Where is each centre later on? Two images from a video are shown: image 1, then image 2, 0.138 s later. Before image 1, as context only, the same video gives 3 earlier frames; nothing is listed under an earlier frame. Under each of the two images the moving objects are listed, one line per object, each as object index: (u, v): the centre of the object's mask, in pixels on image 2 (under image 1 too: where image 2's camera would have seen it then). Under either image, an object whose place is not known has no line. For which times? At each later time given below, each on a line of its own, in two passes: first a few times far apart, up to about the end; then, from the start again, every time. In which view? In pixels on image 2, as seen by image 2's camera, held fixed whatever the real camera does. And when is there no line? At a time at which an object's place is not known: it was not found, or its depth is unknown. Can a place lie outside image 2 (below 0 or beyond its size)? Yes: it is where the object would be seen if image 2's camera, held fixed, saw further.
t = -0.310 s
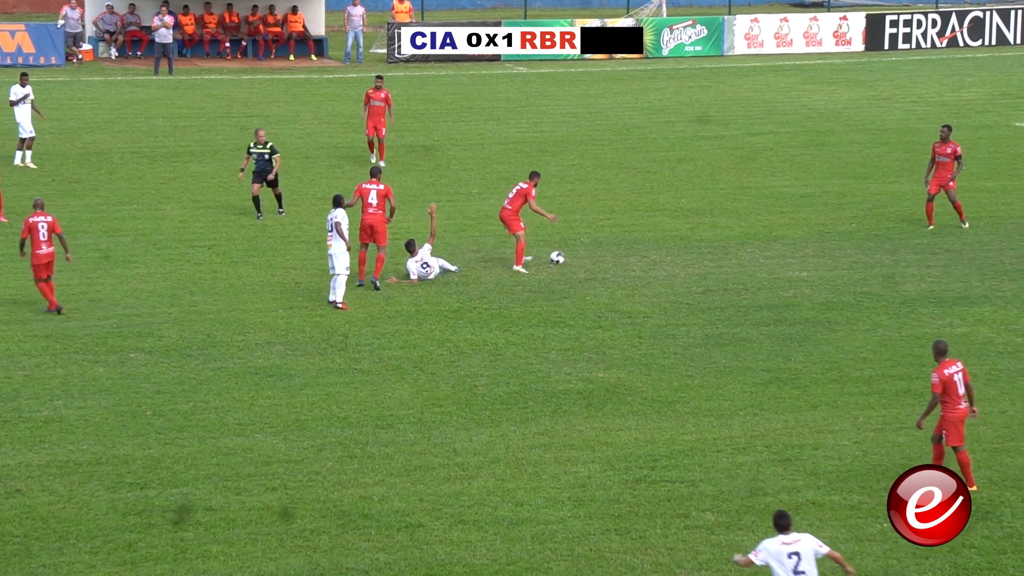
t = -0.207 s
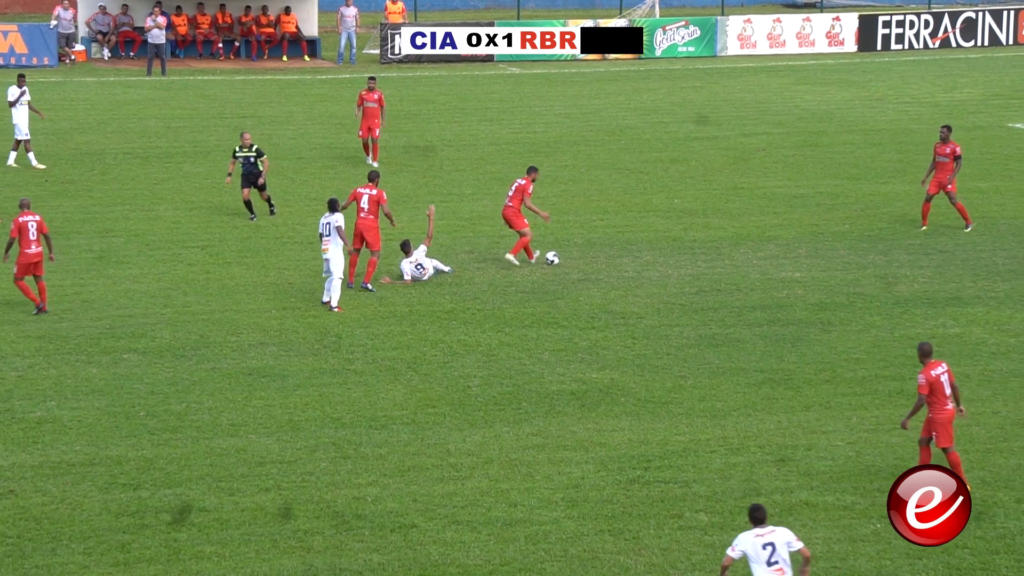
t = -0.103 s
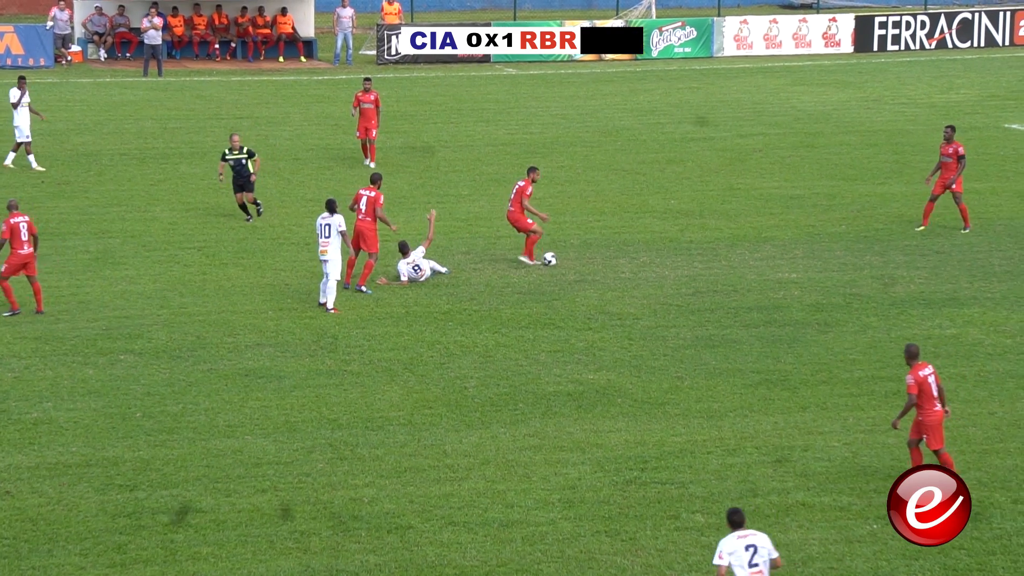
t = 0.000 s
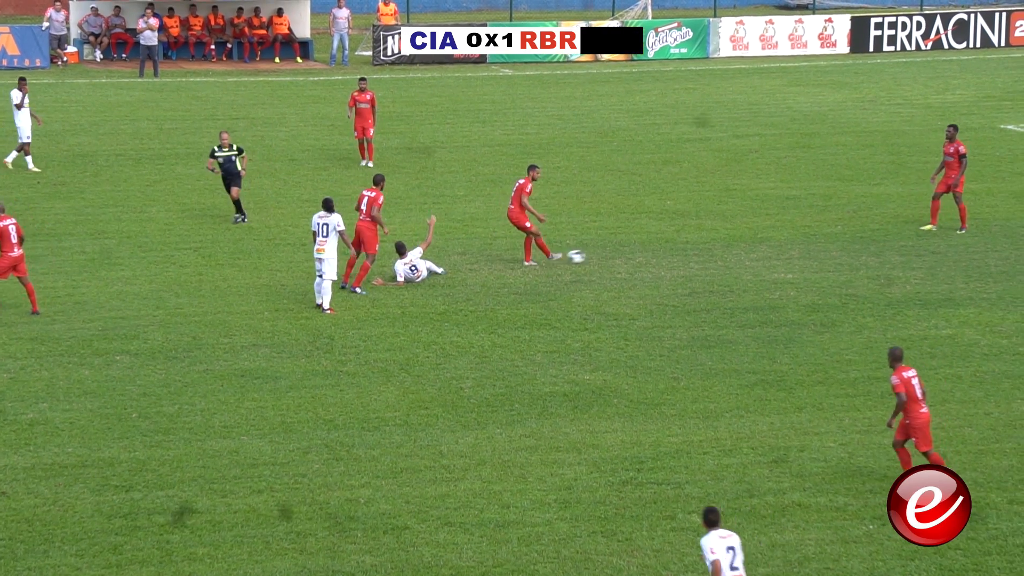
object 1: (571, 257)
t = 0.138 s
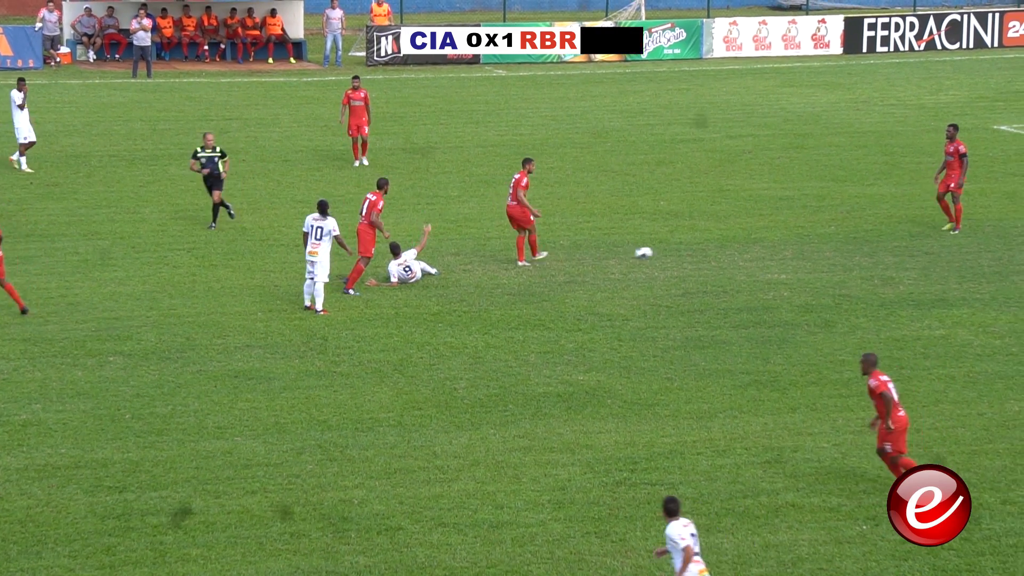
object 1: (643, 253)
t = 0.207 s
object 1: (675, 250)
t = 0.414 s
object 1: (757, 243)
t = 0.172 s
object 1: (659, 252)
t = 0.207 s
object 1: (675, 250)
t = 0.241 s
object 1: (690, 249)
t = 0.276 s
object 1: (704, 247)
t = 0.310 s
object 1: (719, 247)
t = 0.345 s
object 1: (733, 246)
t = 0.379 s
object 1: (745, 244)
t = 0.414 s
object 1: (757, 243)
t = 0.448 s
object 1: (769, 242)
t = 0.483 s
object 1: (780, 241)
